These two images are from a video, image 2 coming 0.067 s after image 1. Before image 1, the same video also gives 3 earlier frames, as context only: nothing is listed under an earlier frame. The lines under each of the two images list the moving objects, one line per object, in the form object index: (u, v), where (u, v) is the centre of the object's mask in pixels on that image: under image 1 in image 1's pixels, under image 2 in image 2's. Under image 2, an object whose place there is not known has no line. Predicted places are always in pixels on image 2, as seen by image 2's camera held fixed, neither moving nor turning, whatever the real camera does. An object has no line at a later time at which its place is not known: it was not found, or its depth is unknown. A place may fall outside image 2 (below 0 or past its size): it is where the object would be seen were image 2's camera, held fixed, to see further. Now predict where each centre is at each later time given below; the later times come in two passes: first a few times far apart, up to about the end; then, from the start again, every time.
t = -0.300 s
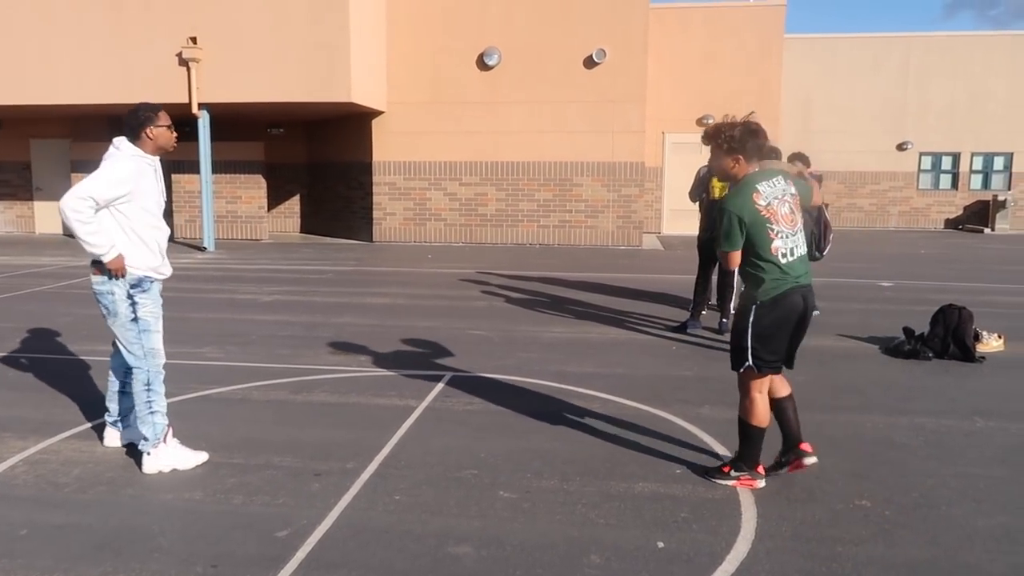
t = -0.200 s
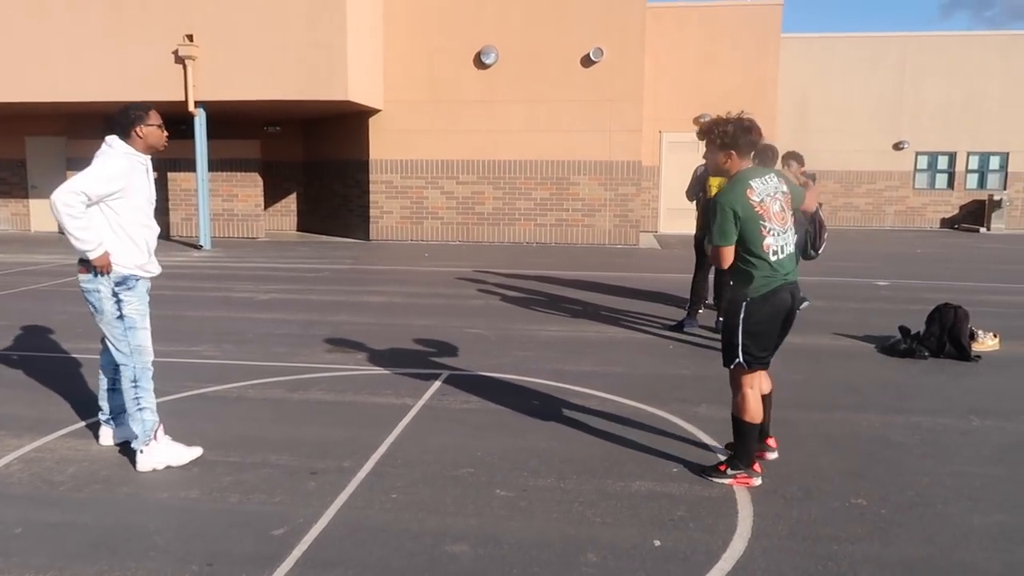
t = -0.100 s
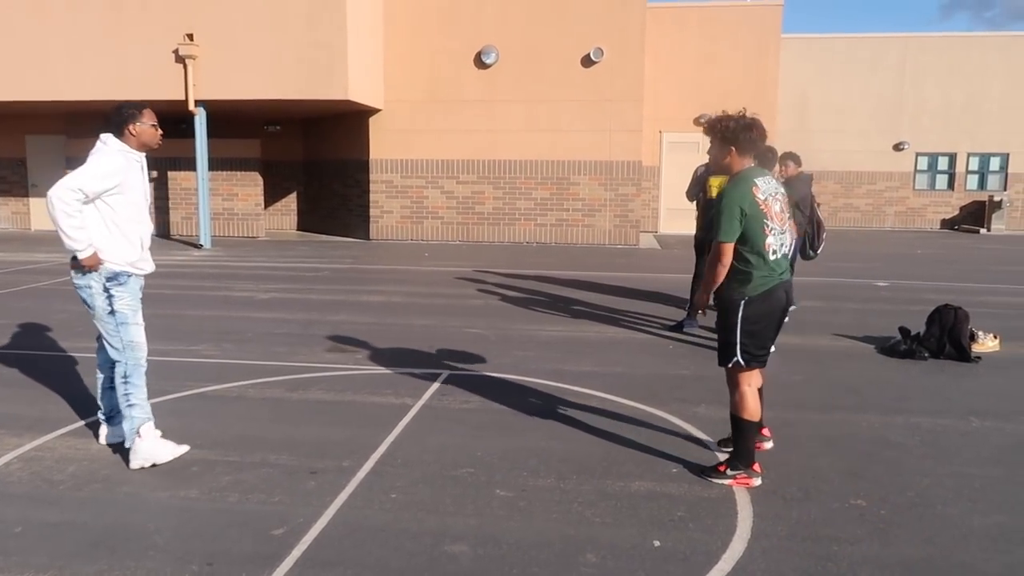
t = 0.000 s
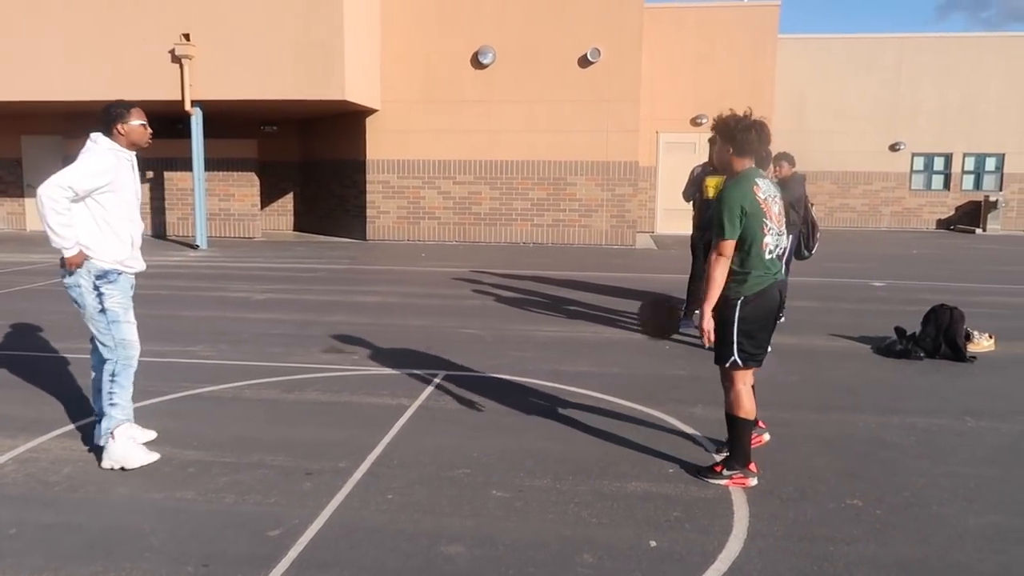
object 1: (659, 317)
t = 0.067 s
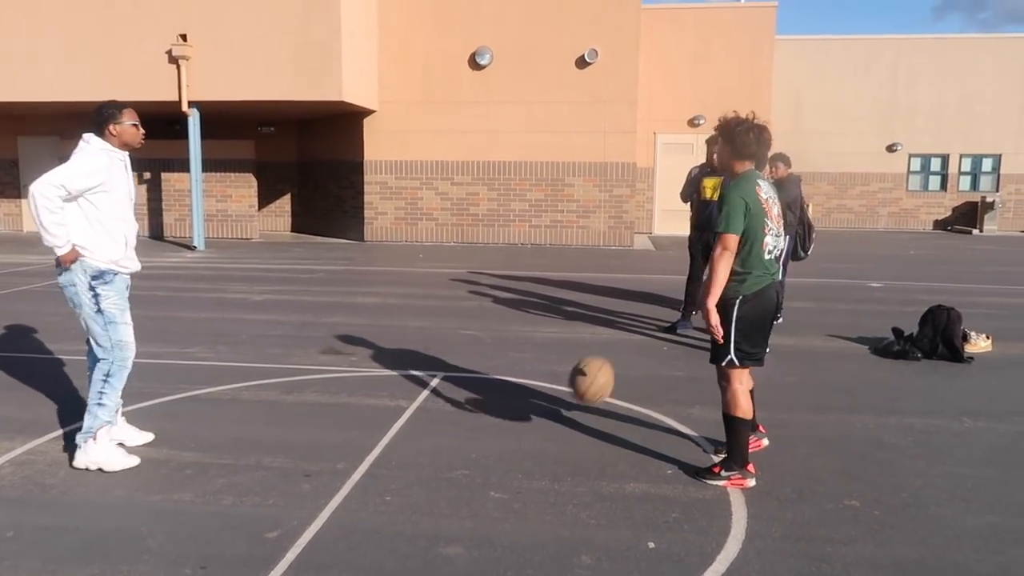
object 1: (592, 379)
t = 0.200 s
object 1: (501, 364)
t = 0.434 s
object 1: (363, 250)
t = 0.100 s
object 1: (560, 415)
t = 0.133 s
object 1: (537, 413)
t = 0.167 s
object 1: (520, 388)
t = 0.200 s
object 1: (501, 364)
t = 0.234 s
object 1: (482, 343)
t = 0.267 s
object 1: (463, 323)
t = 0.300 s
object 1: (444, 304)
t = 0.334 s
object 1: (424, 288)
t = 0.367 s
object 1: (404, 273)
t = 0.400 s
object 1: (384, 261)
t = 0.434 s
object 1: (363, 250)
